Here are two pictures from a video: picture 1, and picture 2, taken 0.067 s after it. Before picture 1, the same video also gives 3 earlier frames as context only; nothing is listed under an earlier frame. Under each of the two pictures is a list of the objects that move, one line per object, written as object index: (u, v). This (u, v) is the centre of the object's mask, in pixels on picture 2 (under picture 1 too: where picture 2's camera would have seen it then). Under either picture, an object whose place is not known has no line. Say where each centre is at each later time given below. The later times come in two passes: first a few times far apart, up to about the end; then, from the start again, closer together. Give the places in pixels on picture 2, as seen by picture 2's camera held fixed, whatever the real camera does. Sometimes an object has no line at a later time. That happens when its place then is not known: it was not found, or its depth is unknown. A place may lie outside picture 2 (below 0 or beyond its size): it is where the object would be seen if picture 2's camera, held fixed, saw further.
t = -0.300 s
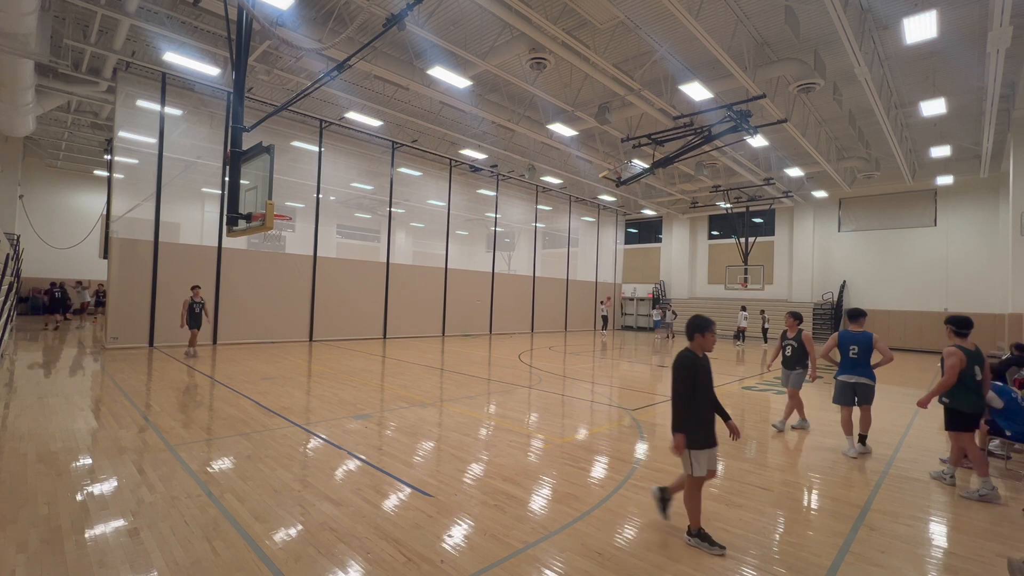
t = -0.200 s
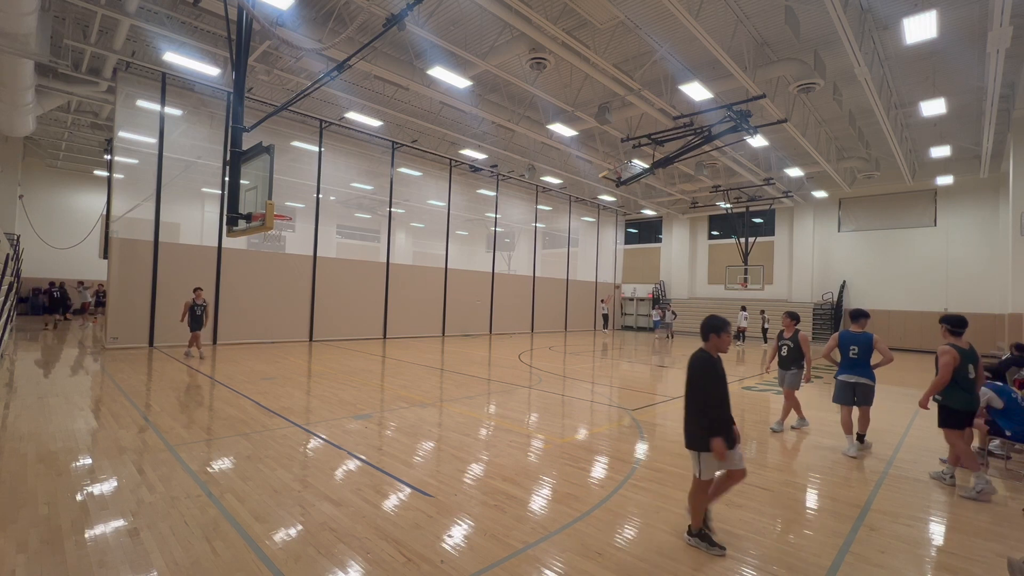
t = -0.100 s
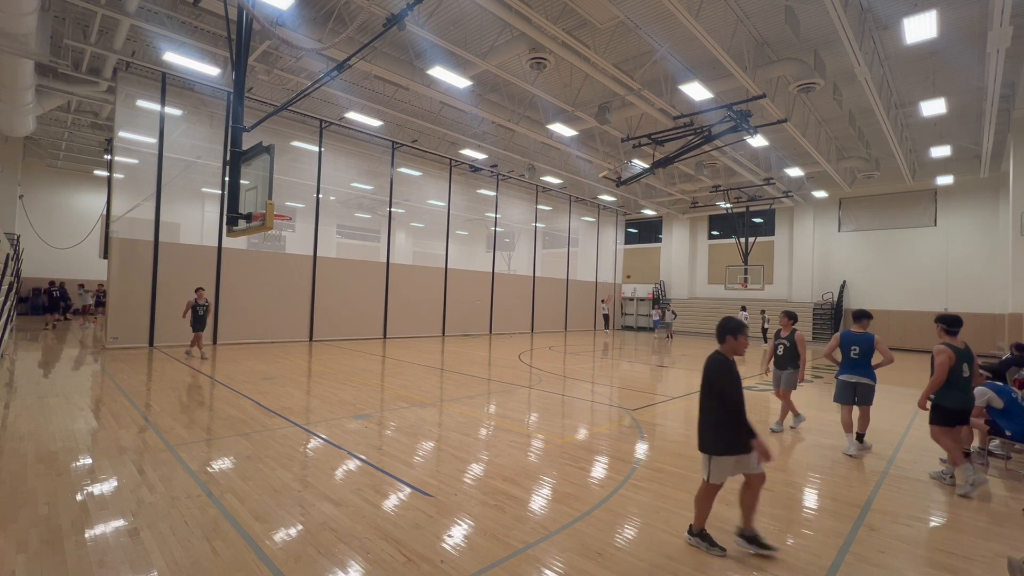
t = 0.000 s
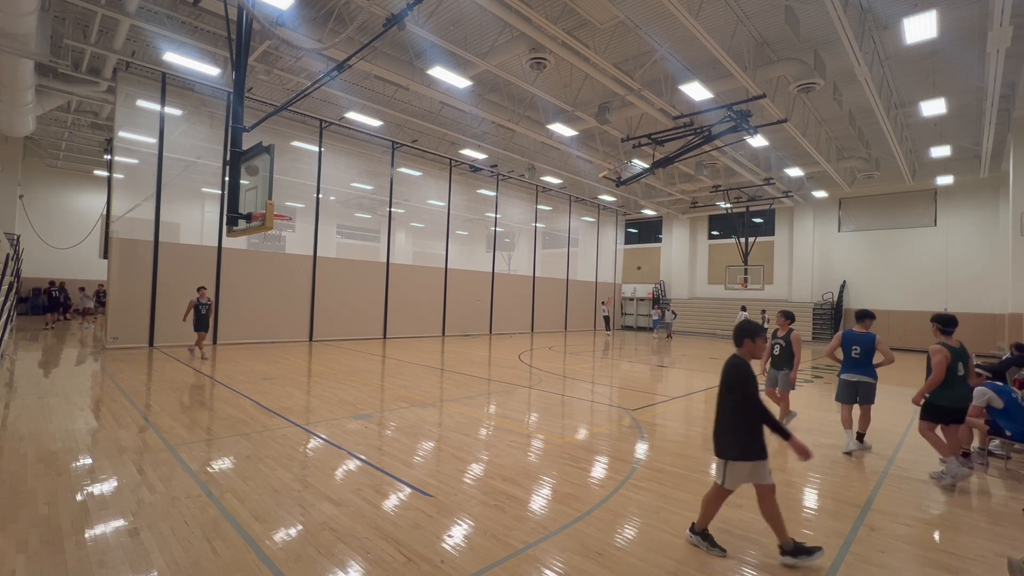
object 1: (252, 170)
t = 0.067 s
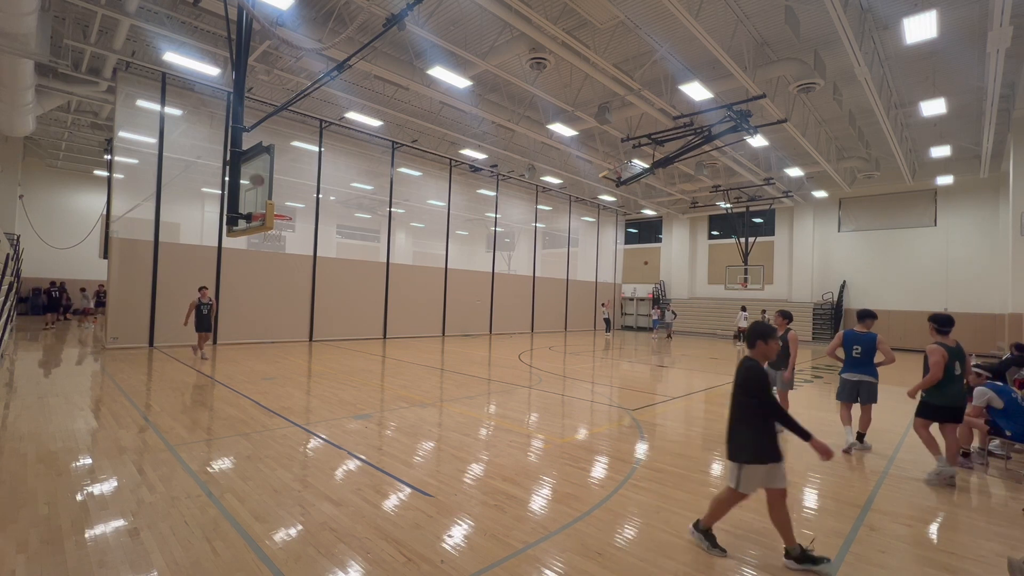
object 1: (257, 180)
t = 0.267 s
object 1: (277, 202)
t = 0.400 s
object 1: (289, 186)
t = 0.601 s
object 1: (314, 180)
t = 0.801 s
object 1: (339, 200)
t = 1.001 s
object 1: (365, 250)
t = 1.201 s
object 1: (392, 336)
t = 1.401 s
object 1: (421, 421)
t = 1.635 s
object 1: (463, 344)
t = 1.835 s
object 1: (502, 308)
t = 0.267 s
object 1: (277, 202)
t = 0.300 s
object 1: (279, 198)
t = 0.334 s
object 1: (282, 193)
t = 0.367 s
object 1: (286, 189)
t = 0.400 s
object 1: (289, 186)
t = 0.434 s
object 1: (293, 184)
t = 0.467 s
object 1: (297, 182)
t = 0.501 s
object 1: (301, 180)
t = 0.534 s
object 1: (305, 179)
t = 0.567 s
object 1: (310, 180)
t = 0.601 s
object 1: (314, 180)
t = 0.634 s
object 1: (318, 182)
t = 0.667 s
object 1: (322, 184)
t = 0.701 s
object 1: (327, 187)
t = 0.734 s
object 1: (330, 190)
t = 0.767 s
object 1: (334, 195)
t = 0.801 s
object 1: (339, 200)
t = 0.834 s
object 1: (343, 206)
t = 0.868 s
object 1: (347, 213)
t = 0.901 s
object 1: (351, 221)
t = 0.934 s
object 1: (356, 230)
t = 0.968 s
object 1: (360, 240)
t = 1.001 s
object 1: (365, 250)
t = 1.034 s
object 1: (369, 262)
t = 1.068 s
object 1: (374, 275)
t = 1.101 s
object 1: (378, 289)
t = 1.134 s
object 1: (383, 303)
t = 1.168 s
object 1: (387, 319)
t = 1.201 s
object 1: (392, 336)
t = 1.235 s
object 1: (397, 354)
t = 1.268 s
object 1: (401, 373)
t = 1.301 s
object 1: (406, 394)
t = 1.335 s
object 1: (410, 416)
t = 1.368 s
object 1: (415, 436)
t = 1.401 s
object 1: (421, 421)
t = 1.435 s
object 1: (427, 408)
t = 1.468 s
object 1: (433, 395)
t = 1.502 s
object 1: (438, 384)
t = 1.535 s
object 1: (445, 372)
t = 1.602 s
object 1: (457, 352)
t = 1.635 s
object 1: (463, 344)
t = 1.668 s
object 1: (469, 335)
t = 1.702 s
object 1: (476, 328)
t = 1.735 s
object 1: (482, 322)
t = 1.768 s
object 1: (488, 317)
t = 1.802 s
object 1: (495, 312)
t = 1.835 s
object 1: (502, 308)
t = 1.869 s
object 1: (508, 305)
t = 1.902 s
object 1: (515, 303)
